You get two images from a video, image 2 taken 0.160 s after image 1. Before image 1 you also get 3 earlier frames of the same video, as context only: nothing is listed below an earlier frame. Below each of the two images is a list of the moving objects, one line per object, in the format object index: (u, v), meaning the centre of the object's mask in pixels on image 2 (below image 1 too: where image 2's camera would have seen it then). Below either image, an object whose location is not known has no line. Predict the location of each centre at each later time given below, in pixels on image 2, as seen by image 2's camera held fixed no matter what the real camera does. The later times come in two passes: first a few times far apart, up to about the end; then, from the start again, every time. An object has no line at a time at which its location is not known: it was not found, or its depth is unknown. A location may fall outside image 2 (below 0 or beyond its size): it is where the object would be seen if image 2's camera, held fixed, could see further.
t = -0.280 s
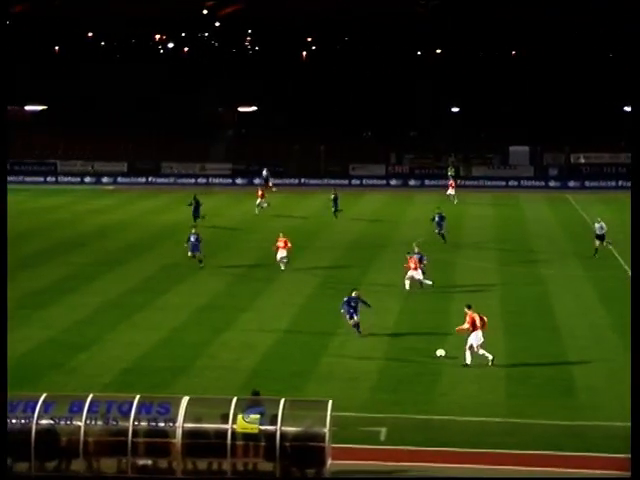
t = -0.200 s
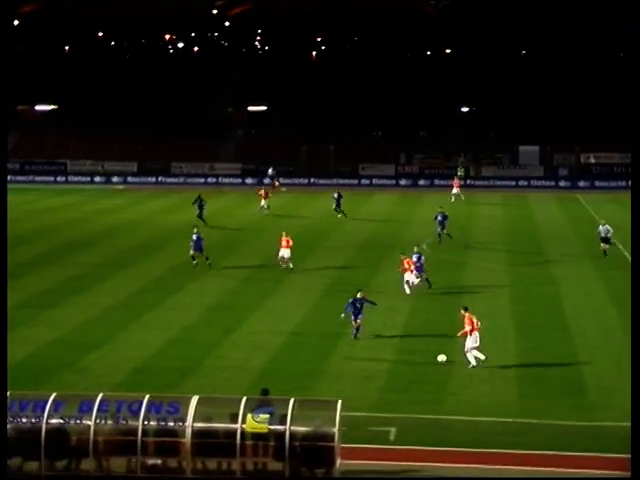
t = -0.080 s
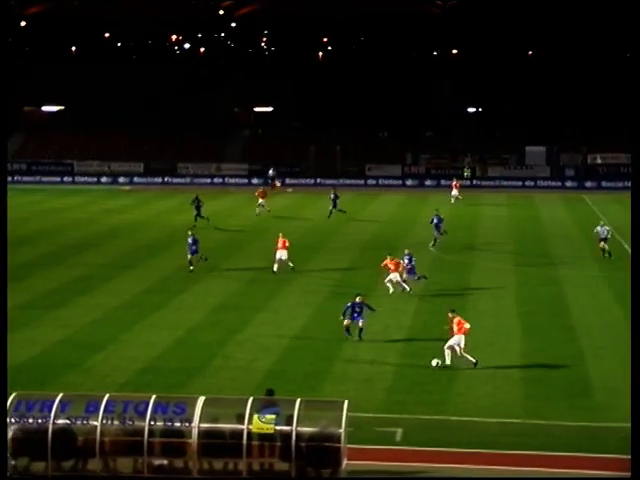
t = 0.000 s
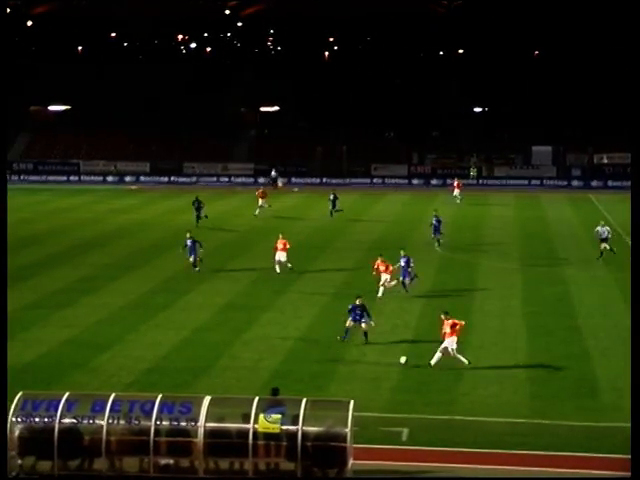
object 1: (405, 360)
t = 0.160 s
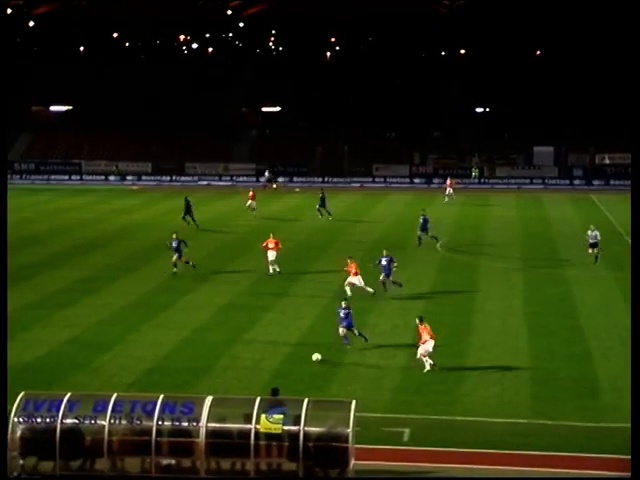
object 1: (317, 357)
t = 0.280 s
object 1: (257, 352)
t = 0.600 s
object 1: (124, 343)
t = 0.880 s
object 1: (25, 341)
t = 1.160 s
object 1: (-58, 339)
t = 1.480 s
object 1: (-139, 337)
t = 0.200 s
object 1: (297, 355)
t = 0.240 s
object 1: (277, 353)
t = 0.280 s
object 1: (257, 352)
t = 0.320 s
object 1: (238, 352)
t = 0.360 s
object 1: (221, 351)
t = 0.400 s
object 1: (204, 347)
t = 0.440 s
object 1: (187, 345)
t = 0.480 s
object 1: (171, 343)
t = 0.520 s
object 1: (155, 343)
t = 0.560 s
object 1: (139, 342)
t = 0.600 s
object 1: (124, 343)
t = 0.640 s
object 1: (108, 344)
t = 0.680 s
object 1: (93, 344)
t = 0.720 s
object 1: (79, 342)
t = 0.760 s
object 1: (65, 341)
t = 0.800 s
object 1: (52, 340)
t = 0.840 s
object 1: (38, 340)
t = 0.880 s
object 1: (25, 341)
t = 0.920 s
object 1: (12, 342)
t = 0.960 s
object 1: (-1, 340)
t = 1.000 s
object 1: (-12, 340)
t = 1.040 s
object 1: (-24, 340)
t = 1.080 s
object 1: (-36, 341)
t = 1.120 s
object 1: (-47, 340)
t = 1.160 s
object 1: (-58, 339)
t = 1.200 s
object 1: (-68, 339)
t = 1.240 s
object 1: (-79, 340)
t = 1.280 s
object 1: (-89, 340)
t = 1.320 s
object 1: (-99, 338)
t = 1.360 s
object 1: (-109, 337)
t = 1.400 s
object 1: (-118, 336)
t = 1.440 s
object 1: (-129, 336)
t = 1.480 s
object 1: (-139, 337)
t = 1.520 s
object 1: (-148, 337)
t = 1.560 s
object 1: (-158, 339)
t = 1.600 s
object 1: (-167, 339)
